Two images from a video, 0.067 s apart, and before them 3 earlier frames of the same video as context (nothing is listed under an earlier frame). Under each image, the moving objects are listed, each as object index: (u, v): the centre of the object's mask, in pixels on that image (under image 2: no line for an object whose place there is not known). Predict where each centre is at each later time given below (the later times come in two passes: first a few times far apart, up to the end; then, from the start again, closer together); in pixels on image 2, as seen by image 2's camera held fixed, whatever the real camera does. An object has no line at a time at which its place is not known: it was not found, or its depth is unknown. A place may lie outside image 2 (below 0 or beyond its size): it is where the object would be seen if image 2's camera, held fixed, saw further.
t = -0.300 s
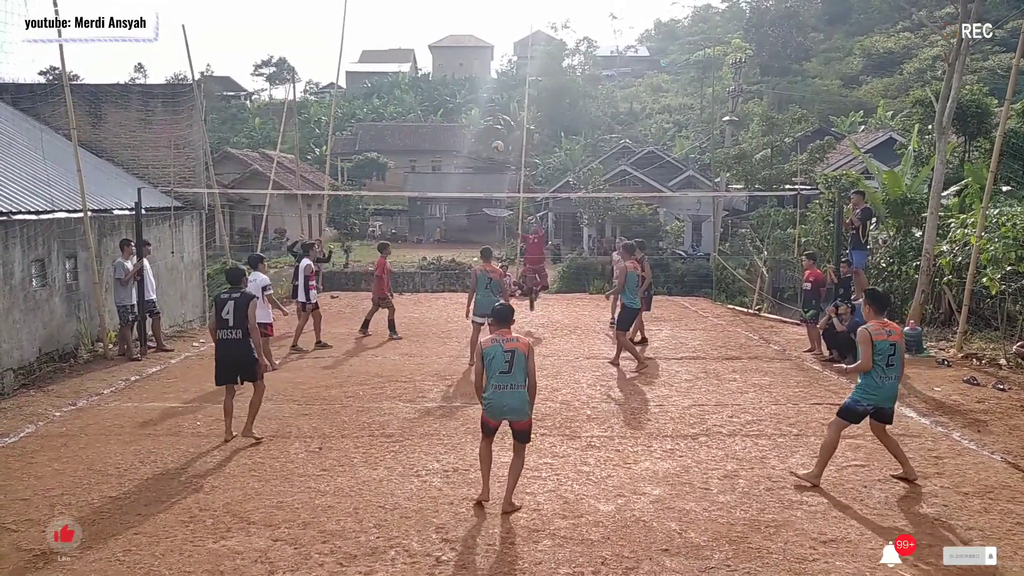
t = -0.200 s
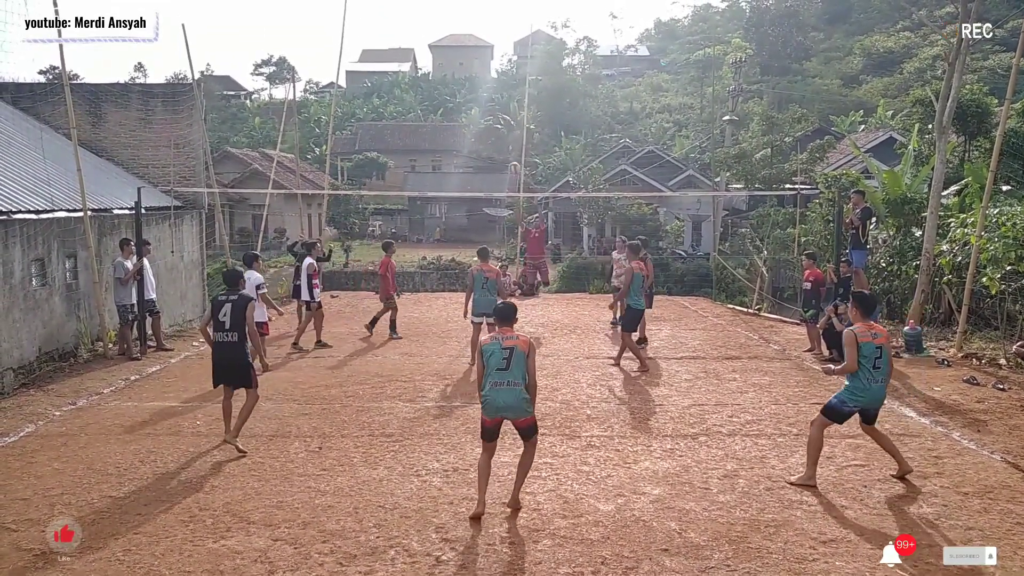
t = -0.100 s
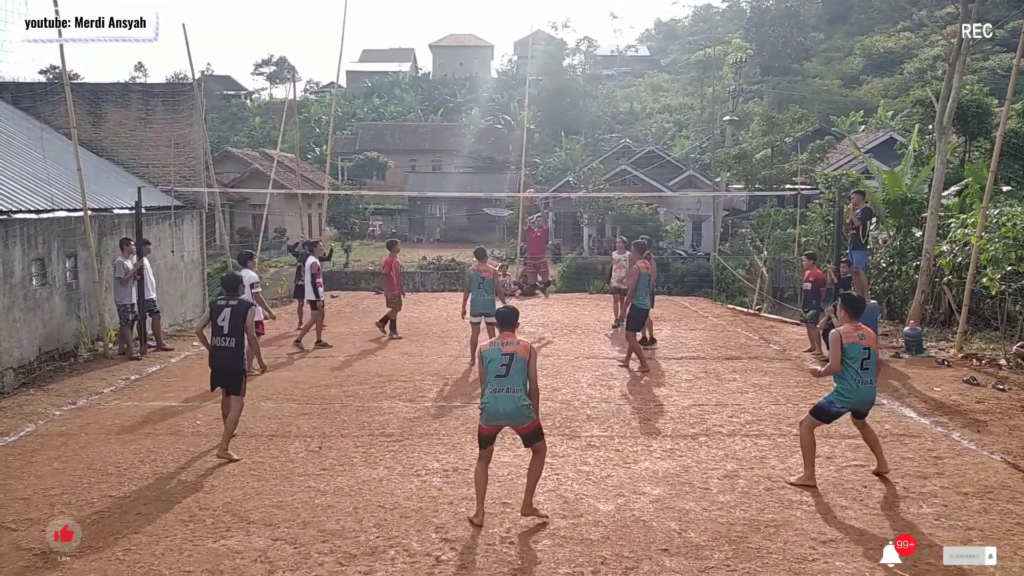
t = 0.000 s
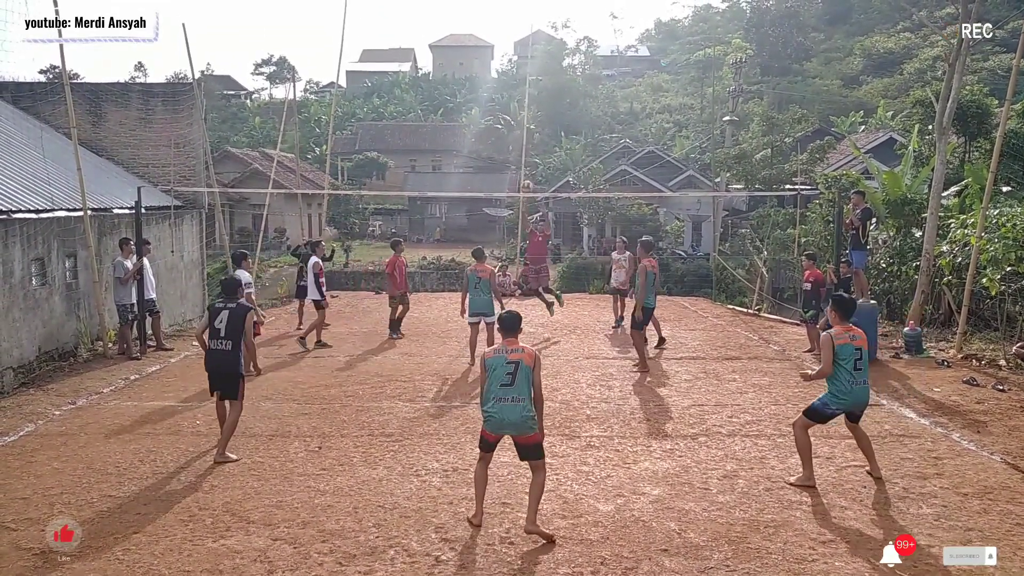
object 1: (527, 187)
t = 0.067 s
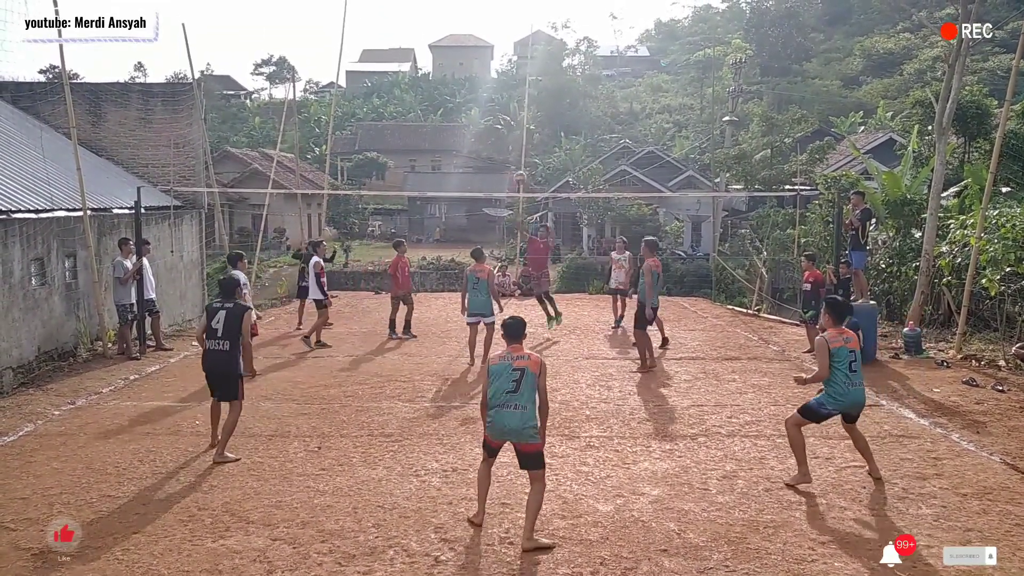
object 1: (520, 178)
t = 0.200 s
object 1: (505, 167)
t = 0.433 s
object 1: (474, 174)
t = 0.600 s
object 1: (446, 210)
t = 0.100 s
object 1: (516, 173)
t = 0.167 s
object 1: (509, 169)
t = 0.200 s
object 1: (505, 167)
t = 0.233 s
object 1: (501, 165)
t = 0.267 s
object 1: (497, 165)
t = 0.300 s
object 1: (493, 165)
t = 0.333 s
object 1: (488, 166)
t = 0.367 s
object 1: (484, 168)
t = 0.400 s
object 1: (479, 171)
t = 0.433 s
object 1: (474, 174)
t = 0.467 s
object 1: (468, 179)
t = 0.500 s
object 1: (463, 185)
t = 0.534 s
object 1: (458, 193)
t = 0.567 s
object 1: (453, 200)
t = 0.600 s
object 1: (446, 210)
